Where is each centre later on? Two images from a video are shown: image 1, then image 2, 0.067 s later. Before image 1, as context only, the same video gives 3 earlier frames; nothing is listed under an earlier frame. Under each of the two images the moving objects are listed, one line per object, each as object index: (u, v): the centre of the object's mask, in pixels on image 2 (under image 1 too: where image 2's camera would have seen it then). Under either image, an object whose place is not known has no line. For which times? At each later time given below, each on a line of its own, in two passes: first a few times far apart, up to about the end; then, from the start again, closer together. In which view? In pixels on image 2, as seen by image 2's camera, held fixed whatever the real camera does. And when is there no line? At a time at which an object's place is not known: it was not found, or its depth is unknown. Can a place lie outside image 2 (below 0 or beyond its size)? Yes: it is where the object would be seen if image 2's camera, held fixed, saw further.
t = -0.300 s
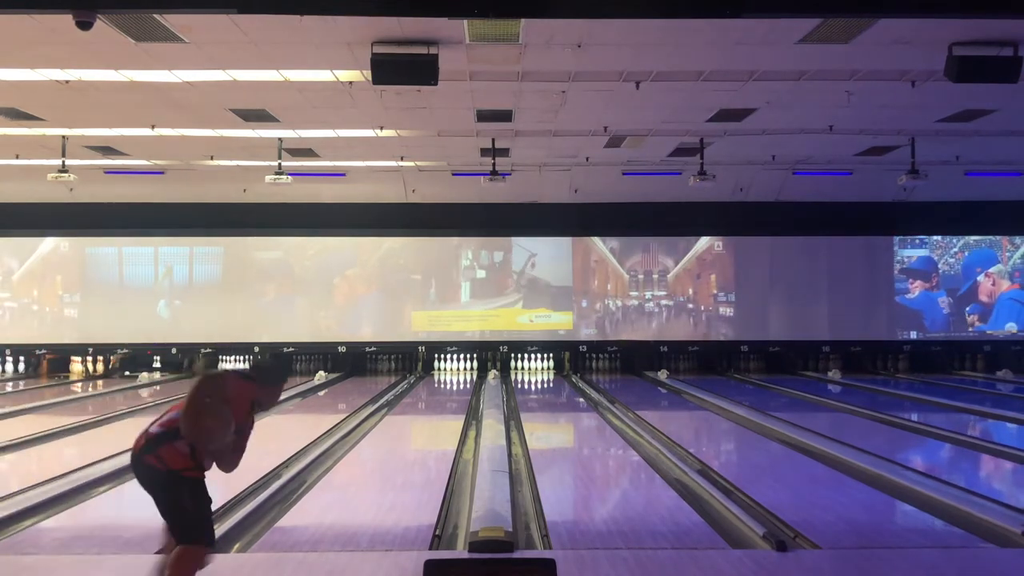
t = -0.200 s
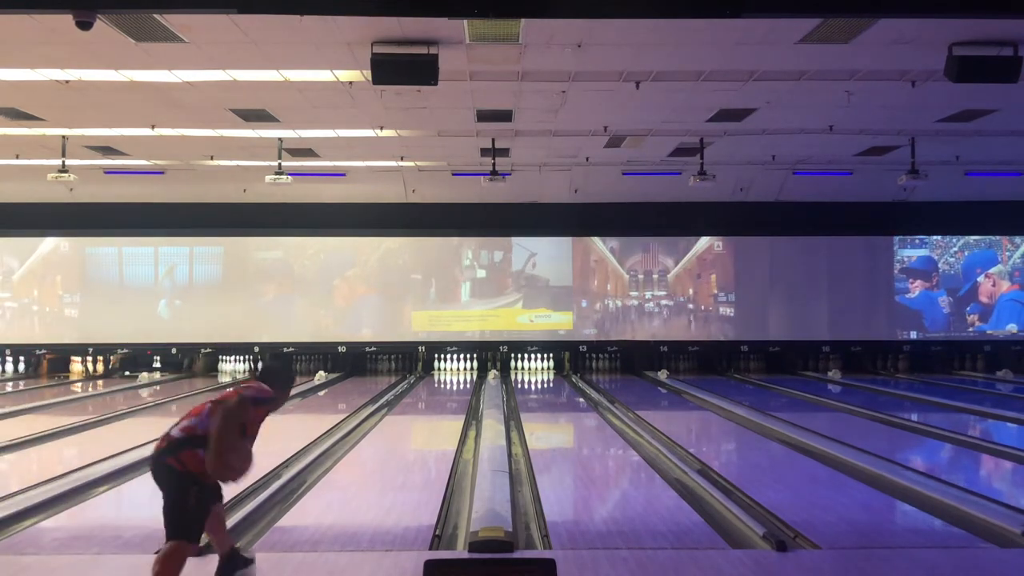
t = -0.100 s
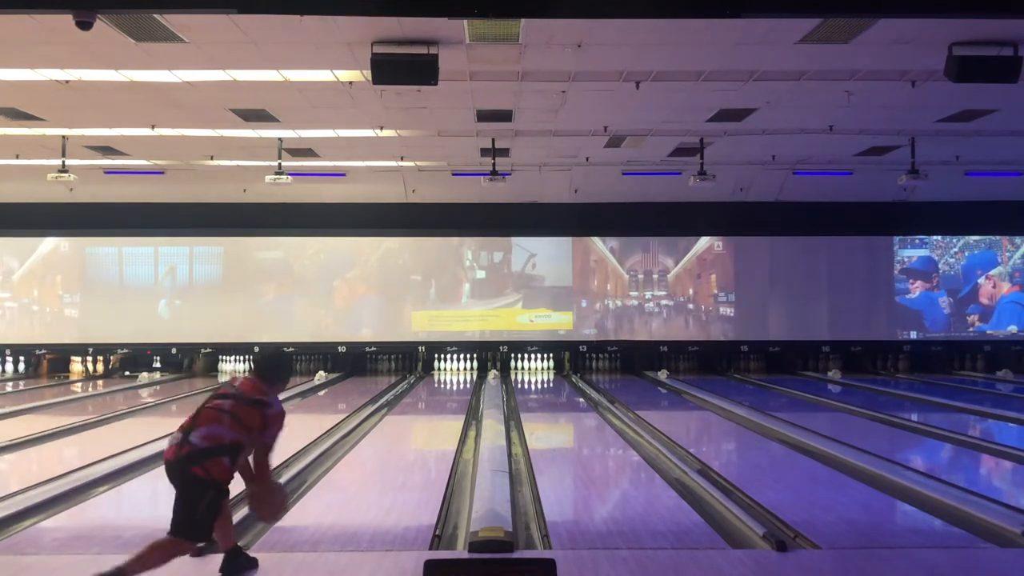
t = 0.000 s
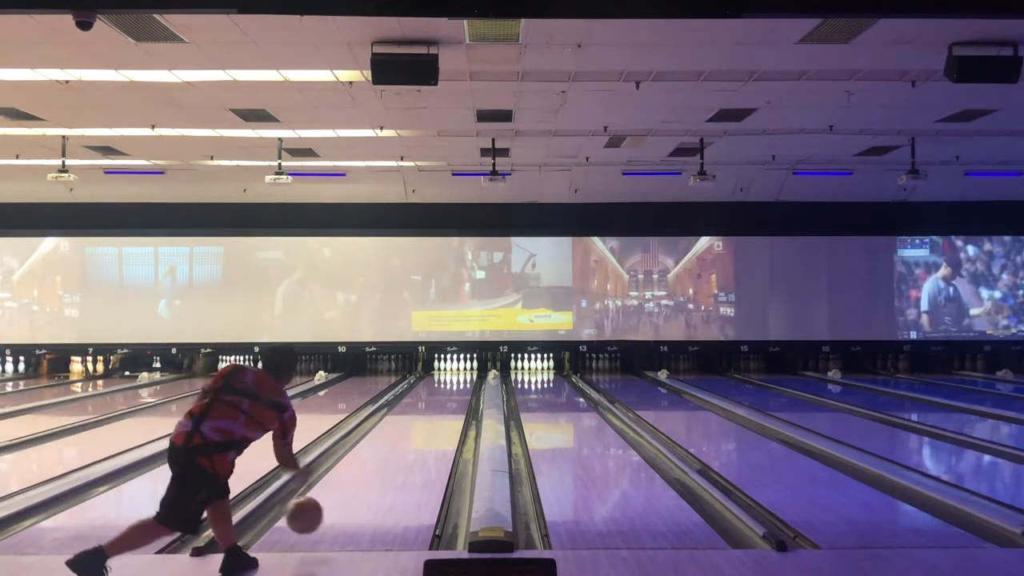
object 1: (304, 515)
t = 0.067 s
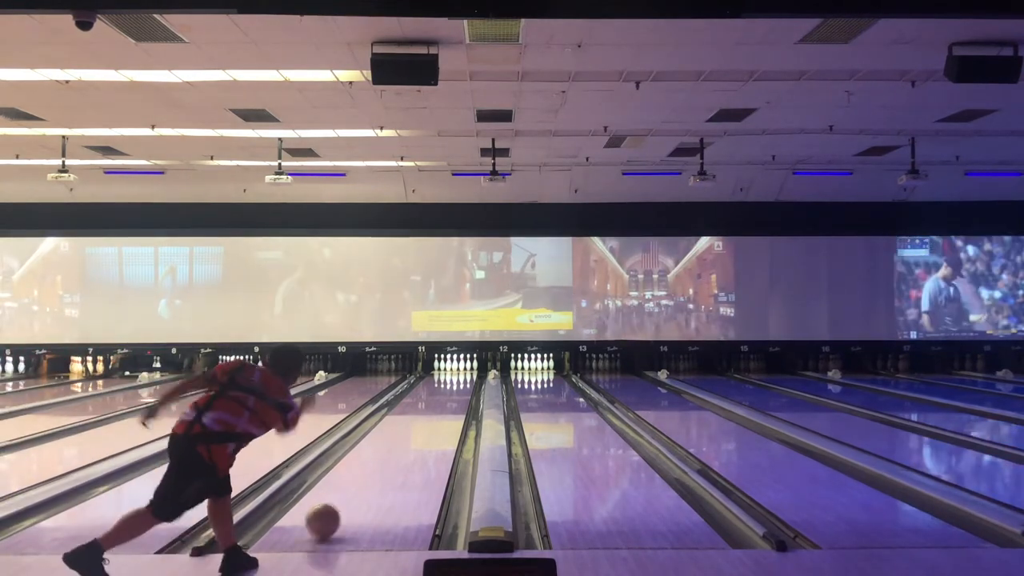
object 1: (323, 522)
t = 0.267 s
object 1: (365, 486)
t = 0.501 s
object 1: (398, 457)
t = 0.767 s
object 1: (424, 434)
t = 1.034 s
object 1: (443, 416)
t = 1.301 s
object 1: (454, 404)
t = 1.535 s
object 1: (462, 395)
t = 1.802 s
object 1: (466, 387)
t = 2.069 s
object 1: (466, 381)
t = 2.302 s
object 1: (461, 377)
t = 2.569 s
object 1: (457, 371)
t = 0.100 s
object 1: (331, 511)
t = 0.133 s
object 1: (339, 503)
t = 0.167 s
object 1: (346, 497)
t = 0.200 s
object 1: (352, 494)
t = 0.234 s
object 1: (359, 491)
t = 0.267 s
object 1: (365, 486)
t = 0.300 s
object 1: (370, 481)
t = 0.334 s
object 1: (376, 476)
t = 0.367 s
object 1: (381, 472)
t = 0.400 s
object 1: (386, 468)
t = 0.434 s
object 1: (390, 464)
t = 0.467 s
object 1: (394, 460)
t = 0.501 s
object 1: (398, 457)
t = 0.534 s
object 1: (402, 453)
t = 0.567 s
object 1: (406, 450)
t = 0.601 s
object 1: (410, 447)
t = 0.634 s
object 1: (413, 444)
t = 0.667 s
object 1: (416, 441)
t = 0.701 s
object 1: (419, 438)
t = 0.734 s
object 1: (422, 436)
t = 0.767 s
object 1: (424, 434)
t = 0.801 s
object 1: (427, 431)
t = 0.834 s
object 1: (430, 429)
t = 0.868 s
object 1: (432, 427)
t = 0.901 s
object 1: (434, 425)
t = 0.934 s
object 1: (436, 422)
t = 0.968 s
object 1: (438, 420)
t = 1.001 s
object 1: (440, 419)
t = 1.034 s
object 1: (443, 416)
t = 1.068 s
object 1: (444, 415)
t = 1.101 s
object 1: (446, 412)
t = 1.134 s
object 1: (447, 411)
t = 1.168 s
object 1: (449, 409)
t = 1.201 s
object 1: (451, 408)
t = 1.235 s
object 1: (452, 407)
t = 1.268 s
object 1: (453, 406)
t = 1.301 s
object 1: (454, 404)
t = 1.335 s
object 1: (456, 402)
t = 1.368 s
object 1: (457, 402)
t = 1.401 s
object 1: (458, 400)
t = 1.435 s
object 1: (459, 399)
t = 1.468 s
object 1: (461, 398)
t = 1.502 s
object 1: (462, 397)
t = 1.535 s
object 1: (462, 395)
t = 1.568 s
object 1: (462, 395)
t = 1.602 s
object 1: (463, 393)
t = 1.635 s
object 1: (464, 392)
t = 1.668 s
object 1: (465, 391)
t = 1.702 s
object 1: (466, 390)
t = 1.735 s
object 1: (466, 390)
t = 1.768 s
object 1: (466, 389)
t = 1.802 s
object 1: (466, 387)
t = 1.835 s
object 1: (466, 386)
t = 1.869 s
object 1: (466, 386)
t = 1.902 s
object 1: (467, 385)
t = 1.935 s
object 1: (467, 384)
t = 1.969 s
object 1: (467, 383)
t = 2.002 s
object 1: (467, 382)
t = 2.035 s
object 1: (467, 381)
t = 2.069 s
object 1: (466, 381)
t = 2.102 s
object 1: (466, 380)
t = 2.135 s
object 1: (466, 380)
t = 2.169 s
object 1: (464, 378)
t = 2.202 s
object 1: (464, 378)
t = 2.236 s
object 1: (463, 377)
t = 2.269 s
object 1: (462, 377)
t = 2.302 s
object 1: (461, 377)
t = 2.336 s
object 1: (461, 376)
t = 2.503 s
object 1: (458, 372)
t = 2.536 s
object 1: (457, 372)
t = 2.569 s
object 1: (457, 371)
